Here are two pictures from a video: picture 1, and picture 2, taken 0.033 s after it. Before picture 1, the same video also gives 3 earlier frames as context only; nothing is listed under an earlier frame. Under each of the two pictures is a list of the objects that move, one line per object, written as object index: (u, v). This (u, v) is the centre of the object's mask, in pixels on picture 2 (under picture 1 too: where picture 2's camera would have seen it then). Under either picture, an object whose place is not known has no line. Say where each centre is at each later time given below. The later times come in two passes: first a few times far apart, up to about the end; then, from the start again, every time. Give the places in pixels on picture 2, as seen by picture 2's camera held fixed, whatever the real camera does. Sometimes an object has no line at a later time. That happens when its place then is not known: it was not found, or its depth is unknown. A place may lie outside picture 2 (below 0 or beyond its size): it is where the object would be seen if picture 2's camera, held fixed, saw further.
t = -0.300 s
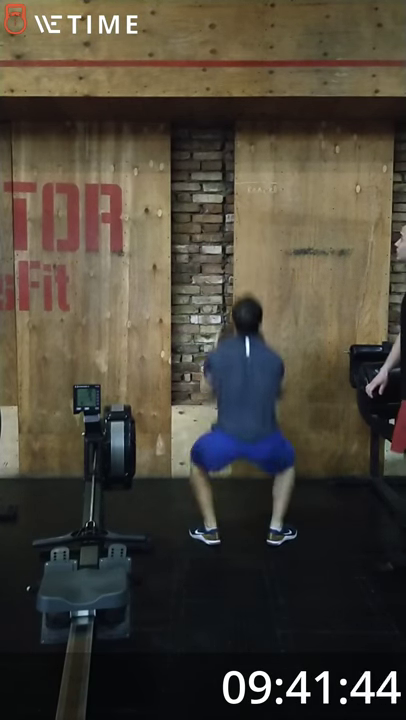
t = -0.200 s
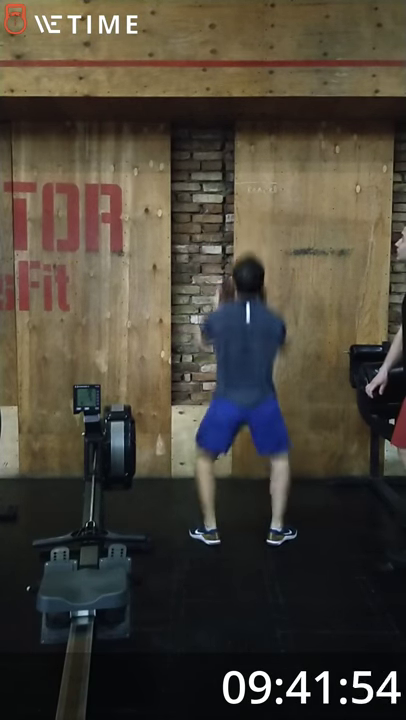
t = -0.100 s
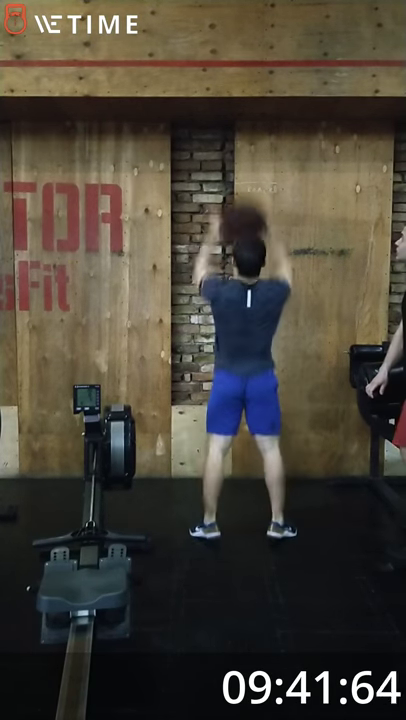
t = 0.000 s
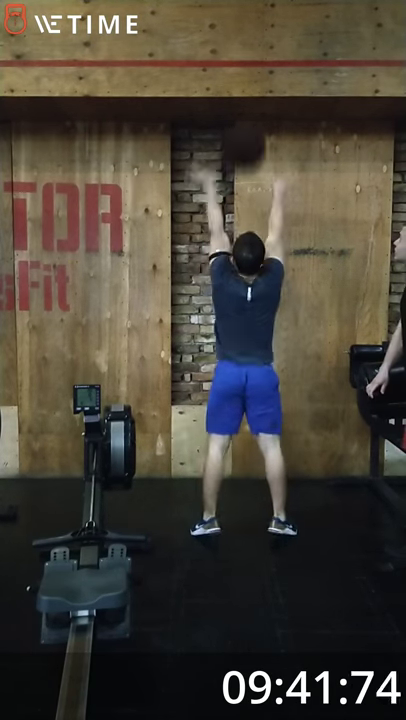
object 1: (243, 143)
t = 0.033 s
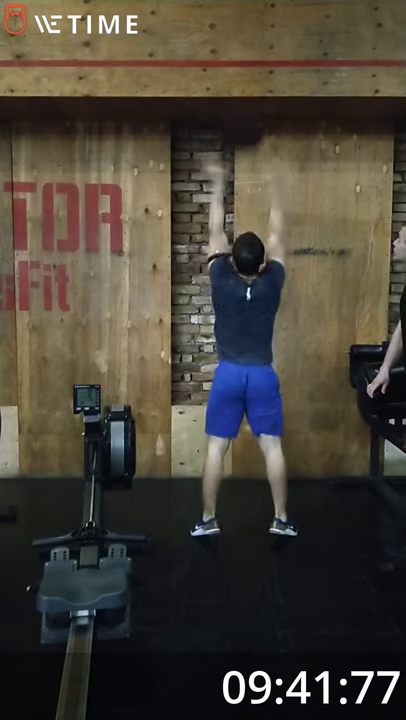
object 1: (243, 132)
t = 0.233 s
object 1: (240, 38)
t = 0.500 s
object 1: (241, 19)
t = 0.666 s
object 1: (243, 66)
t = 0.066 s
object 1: (243, 106)
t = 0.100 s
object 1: (242, 87)
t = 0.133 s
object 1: (241, 72)
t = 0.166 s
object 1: (241, 59)
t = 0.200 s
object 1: (241, 47)
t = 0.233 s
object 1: (240, 38)
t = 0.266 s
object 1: (240, 29)
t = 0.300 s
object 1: (240, 24)
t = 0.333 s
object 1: (240, 22)
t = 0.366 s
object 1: (239, 20)
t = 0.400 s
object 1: (240, 20)
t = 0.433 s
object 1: (240, 18)
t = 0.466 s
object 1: (240, 18)
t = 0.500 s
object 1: (241, 19)
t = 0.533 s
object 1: (241, 24)
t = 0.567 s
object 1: (242, 32)
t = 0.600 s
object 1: (242, 41)
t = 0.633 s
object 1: (242, 53)
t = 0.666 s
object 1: (243, 66)
